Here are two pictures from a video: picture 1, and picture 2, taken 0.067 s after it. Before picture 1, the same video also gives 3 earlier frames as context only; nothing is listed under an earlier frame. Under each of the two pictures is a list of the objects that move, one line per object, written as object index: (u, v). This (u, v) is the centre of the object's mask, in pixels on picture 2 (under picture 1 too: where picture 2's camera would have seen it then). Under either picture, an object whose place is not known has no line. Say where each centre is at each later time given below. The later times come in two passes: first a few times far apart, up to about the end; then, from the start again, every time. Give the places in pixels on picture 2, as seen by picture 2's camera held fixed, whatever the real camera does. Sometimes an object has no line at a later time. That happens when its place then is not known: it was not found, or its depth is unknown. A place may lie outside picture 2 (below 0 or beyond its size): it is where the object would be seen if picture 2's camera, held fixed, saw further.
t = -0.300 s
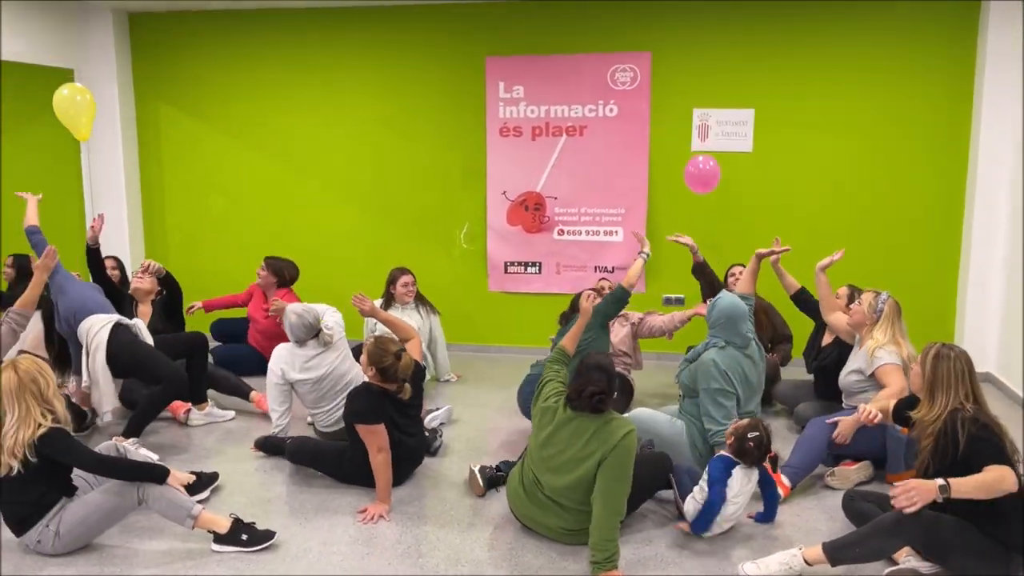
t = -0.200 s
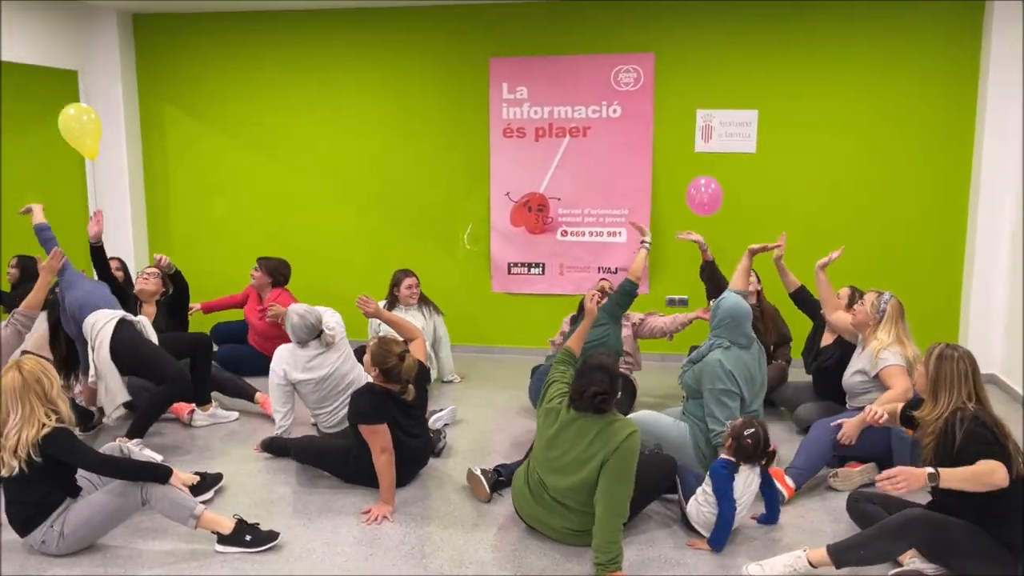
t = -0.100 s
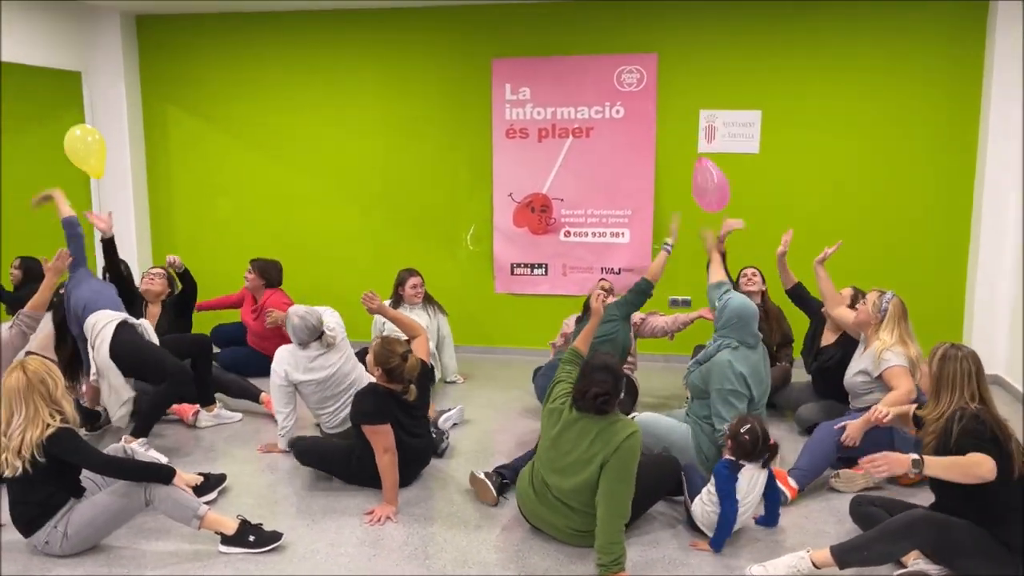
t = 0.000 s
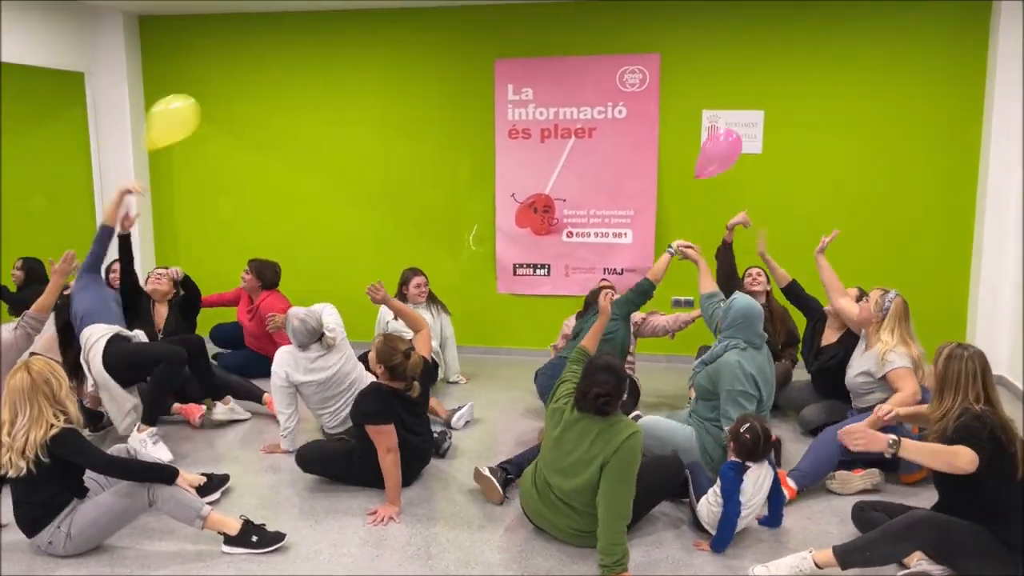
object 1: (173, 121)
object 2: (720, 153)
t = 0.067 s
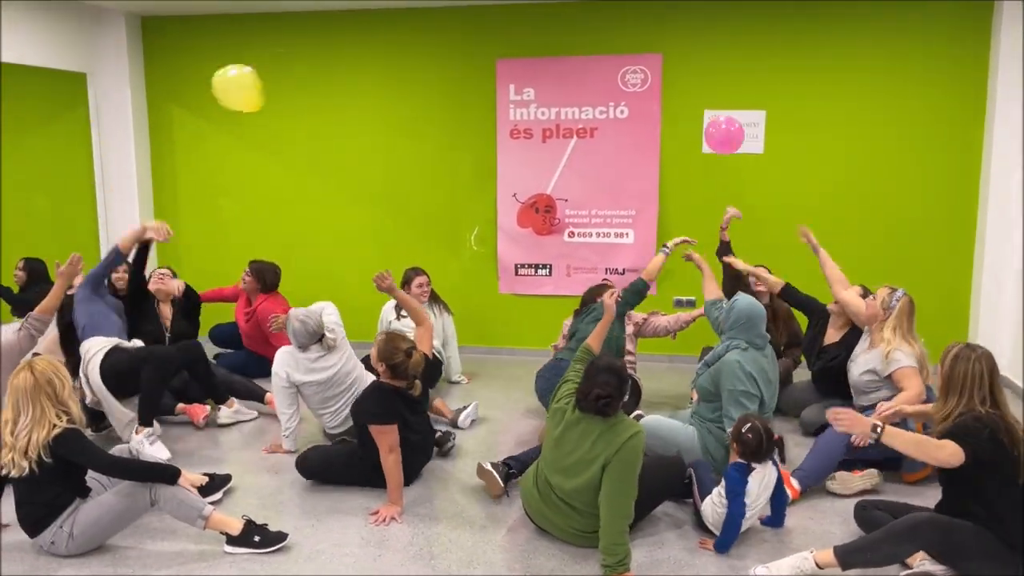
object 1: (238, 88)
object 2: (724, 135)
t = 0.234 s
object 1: (323, 68)
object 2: (727, 108)
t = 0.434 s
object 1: (373, 67)
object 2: (724, 91)
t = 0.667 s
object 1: (397, 80)
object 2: (716, 94)
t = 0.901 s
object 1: (407, 106)
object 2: (712, 115)
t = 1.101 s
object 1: (410, 134)
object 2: (705, 149)
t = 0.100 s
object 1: (261, 80)
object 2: (724, 131)
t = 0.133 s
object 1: (280, 75)
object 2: (726, 124)
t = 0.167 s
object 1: (296, 72)
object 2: (727, 118)
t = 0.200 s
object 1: (310, 69)
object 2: (727, 113)
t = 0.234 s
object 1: (323, 68)
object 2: (727, 108)
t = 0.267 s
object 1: (334, 67)
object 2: (727, 103)
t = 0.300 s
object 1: (344, 67)
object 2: (727, 99)
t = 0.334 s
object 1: (353, 67)
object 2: (727, 97)
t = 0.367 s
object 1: (360, 66)
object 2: (726, 94)
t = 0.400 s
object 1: (367, 67)
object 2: (725, 92)
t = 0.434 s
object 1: (373, 67)
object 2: (724, 91)
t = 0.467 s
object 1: (378, 68)
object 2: (723, 90)
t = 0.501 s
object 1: (382, 69)
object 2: (723, 89)
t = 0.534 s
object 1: (385, 70)
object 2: (722, 89)
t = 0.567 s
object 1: (389, 72)
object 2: (721, 89)
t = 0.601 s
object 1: (392, 74)
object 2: (719, 89)
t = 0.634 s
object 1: (394, 77)
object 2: (718, 91)
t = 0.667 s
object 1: (397, 80)
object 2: (716, 94)
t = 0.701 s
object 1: (399, 83)
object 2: (716, 97)
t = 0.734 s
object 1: (401, 87)
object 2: (716, 99)
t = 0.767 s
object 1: (402, 90)
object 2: (715, 101)
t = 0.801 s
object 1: (404, 94)
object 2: (715, 104)
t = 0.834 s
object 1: (405, 98)
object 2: (714, 107)
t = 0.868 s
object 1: (406, 102)
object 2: (713, 111)
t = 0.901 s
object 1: (407, 106)
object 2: (712, 115)
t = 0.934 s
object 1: (408, 110)
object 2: (711, 120)
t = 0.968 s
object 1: (408, 115)
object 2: (710, 125)
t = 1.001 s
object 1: (409, 119)
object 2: (709, 131)
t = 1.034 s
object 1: (409, 124)
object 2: (707, 137)
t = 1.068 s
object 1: (410, 129)
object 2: (706, 143)
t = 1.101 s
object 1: (410, 134)
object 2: (705, 149)
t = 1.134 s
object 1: (410, 139)
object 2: (704, 155)
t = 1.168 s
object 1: (410, 144)
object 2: (703, 160)
